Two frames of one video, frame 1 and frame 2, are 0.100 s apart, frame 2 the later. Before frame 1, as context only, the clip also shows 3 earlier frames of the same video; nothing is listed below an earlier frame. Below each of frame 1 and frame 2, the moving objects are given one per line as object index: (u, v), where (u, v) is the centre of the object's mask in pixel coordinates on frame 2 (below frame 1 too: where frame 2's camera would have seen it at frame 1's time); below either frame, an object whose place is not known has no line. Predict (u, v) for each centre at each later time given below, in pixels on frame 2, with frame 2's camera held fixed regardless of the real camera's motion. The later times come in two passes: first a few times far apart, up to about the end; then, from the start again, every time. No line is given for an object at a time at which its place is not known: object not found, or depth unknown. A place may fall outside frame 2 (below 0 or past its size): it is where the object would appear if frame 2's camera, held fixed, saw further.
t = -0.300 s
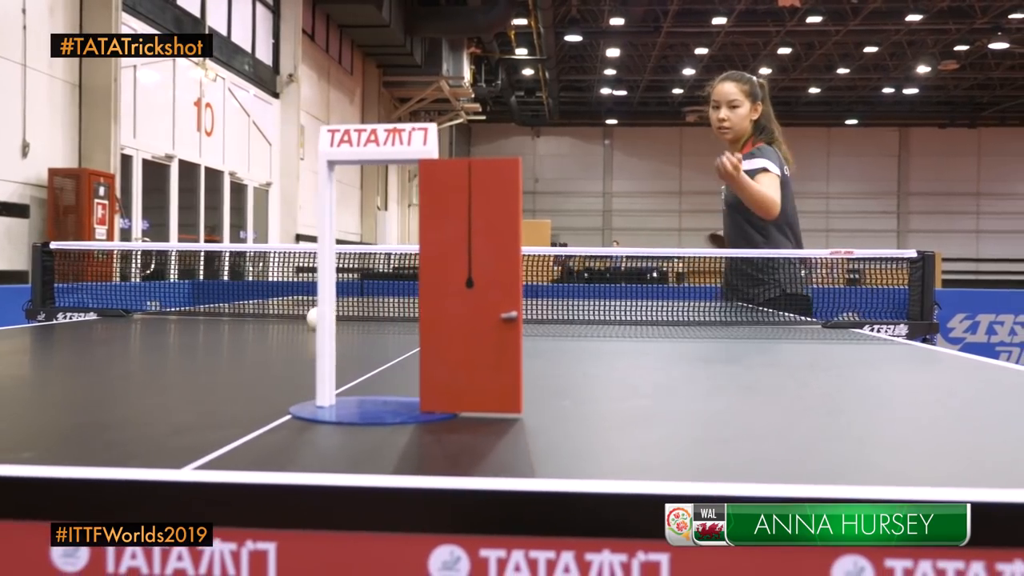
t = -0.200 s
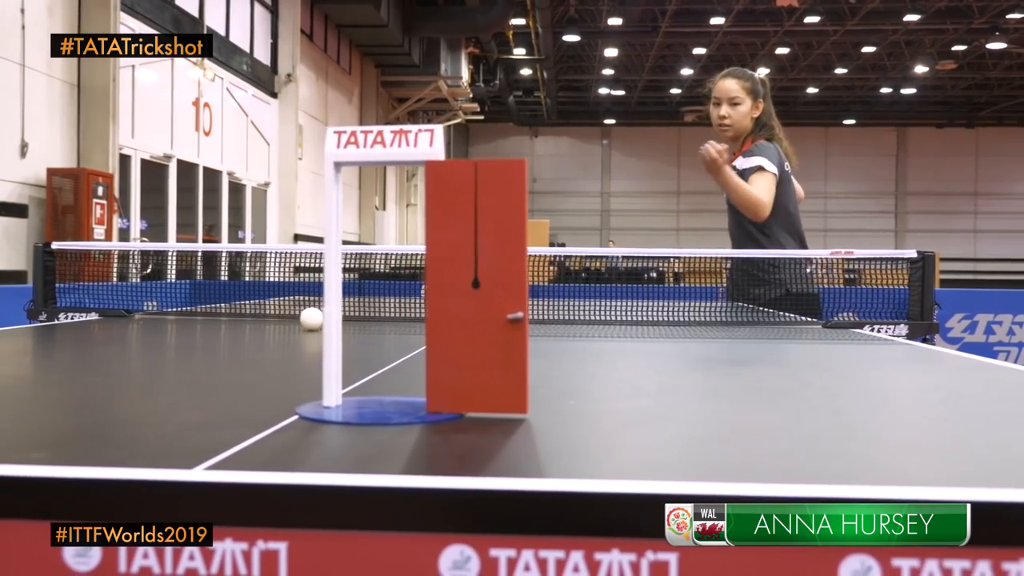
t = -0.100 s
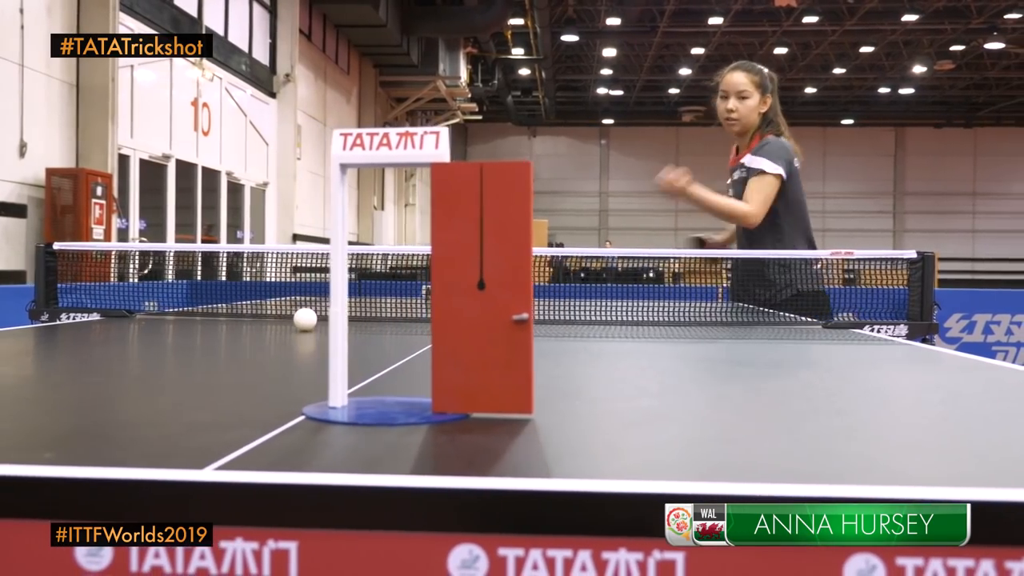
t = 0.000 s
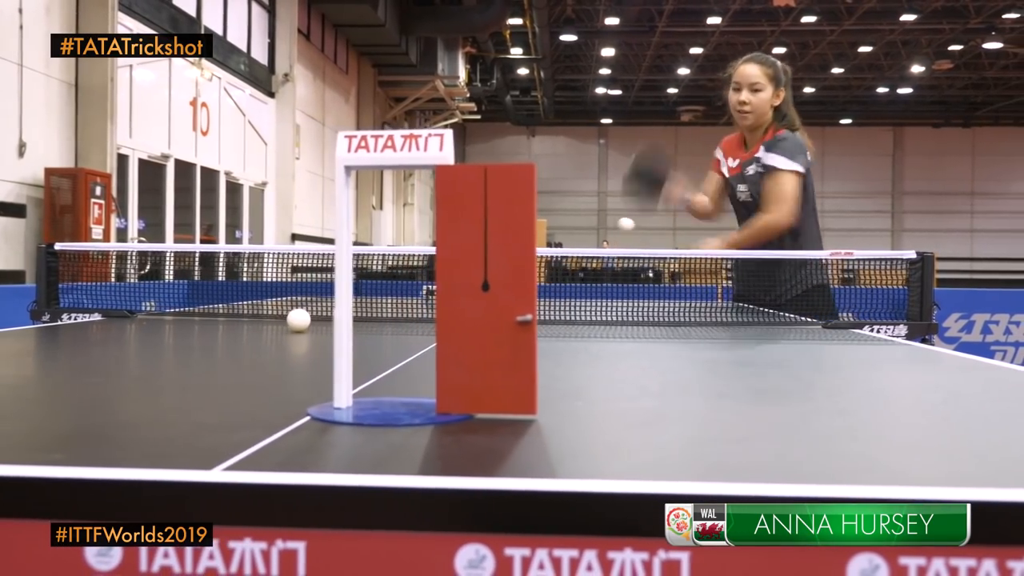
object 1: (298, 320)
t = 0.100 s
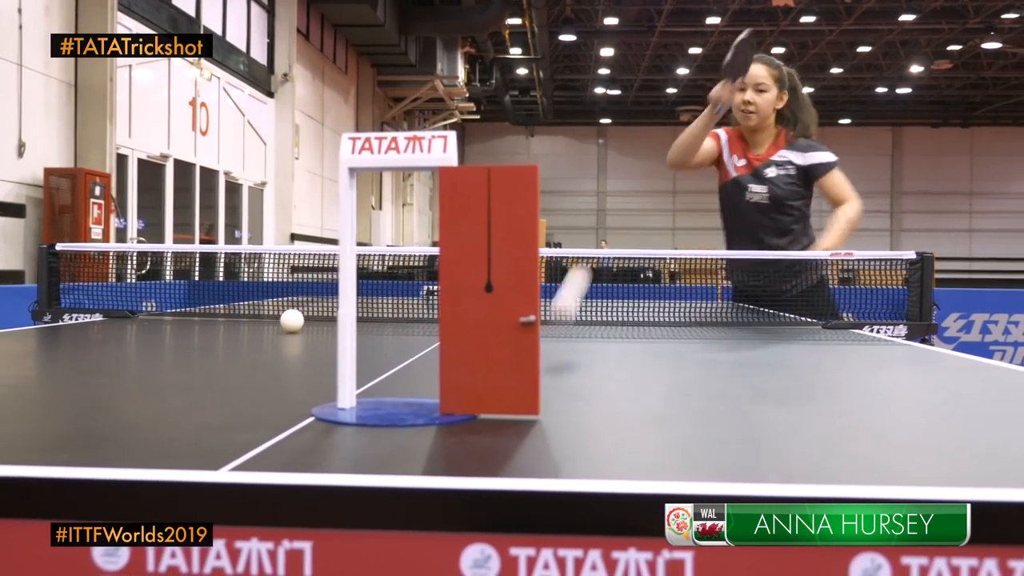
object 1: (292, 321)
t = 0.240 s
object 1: (281, 321)
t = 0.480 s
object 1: (263, 323)
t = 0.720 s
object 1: (244, 324)
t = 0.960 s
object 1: (226, 325)
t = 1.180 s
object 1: (211, 329)
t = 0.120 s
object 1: (290, 321)
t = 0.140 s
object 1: (289, 321)
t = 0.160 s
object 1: (287, 321)
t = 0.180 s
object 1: (286, 321)
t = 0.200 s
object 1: (284, 321)
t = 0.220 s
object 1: (283, 321)
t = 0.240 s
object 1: (281, 321)
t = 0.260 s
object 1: (280, 322)
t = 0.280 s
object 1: (278, 322)
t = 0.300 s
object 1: (277, 322)
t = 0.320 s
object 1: (275, 322)
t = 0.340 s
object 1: (274, 322)
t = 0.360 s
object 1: (272, 322)
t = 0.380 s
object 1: (271, 322)
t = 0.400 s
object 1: (269, 322)
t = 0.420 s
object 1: (268, 322)
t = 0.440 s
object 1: (266, 322)
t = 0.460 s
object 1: (264, 322)
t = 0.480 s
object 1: (263, 323)
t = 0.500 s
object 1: (261, 323)
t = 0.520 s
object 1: (260, 323)
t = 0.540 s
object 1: (258, 323)
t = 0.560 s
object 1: (256, 323)
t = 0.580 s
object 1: (255, 323)
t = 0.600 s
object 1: (253, 323)
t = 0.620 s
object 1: (252, 323)
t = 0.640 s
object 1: (250, 323)
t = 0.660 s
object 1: (249, 324)
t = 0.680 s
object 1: (247, 324)
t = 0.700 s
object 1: (246, 324)
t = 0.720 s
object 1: (244, 324)
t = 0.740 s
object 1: (243, 324)
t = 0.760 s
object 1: (241, 324)
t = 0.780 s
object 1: (240, 324)
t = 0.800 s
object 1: (238, 324)
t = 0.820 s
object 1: (237, 325)
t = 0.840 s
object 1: (235, 325)
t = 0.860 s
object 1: (234, 325)
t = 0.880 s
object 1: (232, 325)
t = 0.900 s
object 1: (231, 325)
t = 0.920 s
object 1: (229, 325)
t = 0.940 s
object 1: (228, 326)
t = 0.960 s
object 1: (226, 325)
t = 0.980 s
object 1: (225, 326)
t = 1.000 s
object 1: (223, 326)
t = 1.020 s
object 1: (222, 326)
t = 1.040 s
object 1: (220, 326)
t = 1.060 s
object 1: (219, 326)
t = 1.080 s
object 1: (218, 327)
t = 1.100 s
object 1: (217, 327)
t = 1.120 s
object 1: (215, 327)
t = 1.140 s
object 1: (214, 328)
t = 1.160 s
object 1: (212, 328)
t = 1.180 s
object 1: (211, 329)
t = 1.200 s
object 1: (210, 329)
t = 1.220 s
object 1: (209, 330)
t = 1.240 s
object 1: (207, 331)
